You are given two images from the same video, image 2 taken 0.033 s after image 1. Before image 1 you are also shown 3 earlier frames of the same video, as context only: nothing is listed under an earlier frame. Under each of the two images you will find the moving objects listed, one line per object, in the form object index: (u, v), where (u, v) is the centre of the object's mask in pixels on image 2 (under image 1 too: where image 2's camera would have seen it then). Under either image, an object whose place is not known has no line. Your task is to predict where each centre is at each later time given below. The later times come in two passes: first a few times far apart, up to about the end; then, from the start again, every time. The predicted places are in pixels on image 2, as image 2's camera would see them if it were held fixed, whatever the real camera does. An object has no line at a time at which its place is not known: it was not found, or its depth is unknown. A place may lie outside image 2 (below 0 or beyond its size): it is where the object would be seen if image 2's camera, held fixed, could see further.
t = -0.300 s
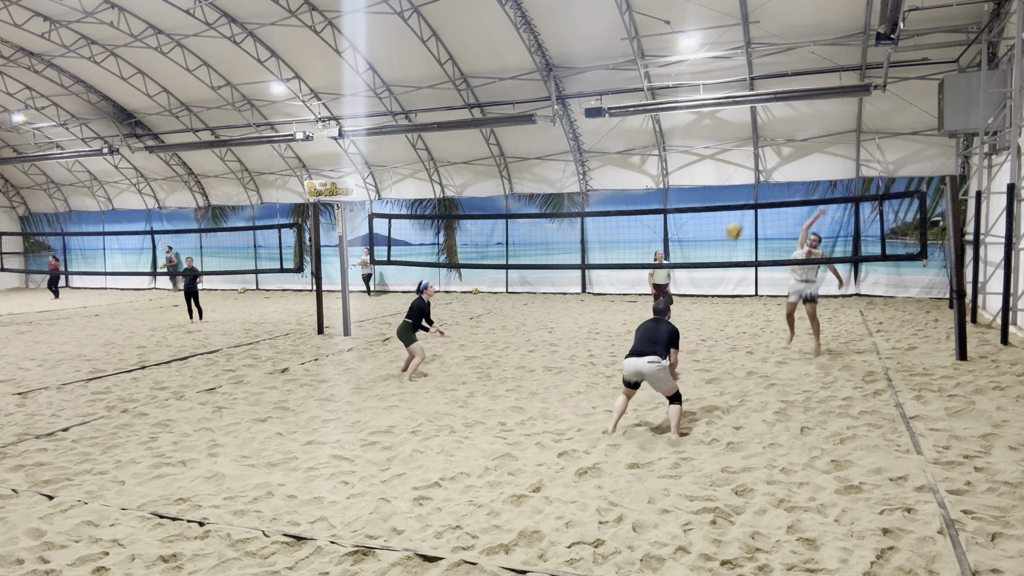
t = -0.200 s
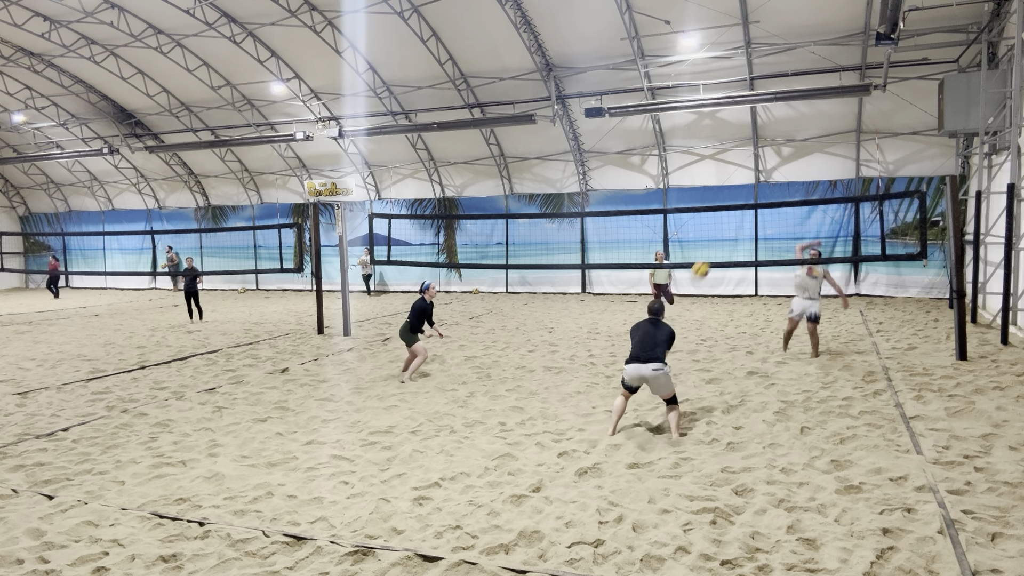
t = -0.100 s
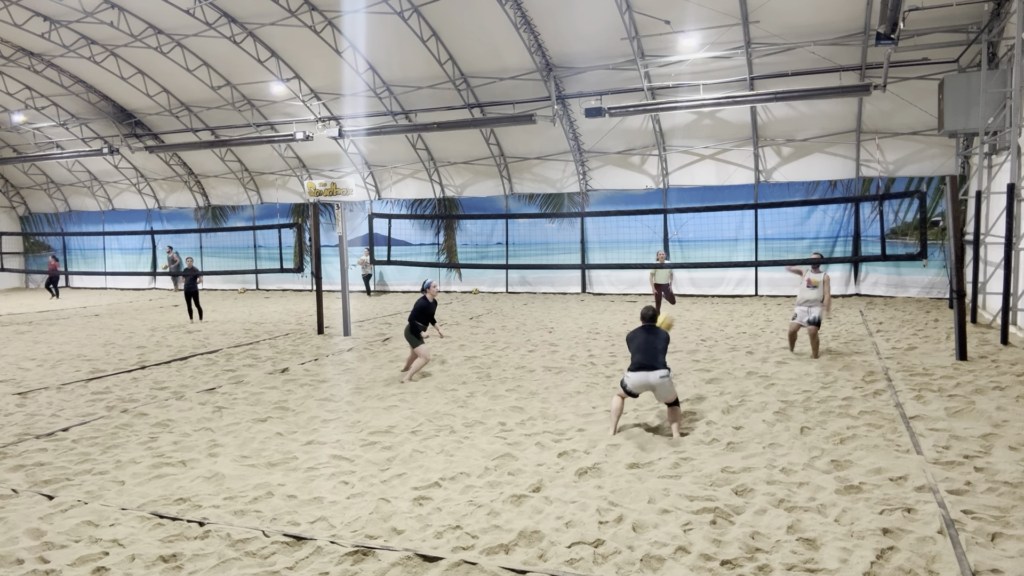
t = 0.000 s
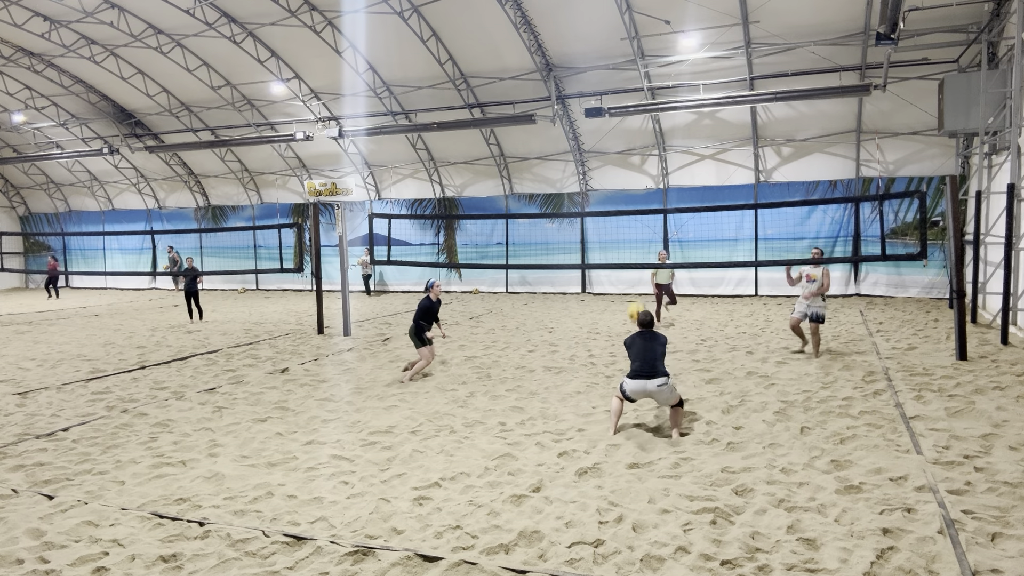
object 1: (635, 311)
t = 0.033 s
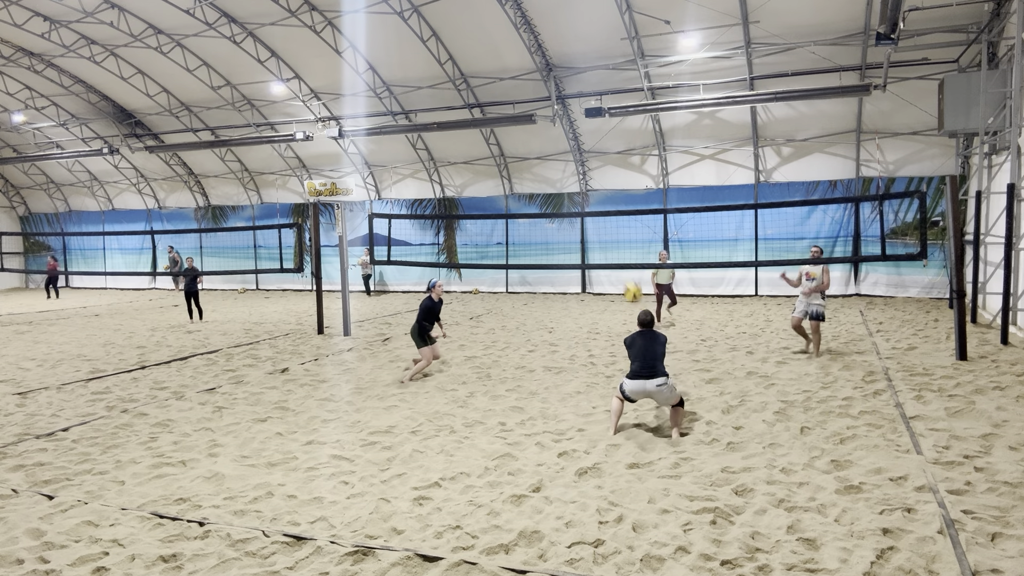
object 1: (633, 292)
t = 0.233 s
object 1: (606, 191)
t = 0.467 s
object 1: (578, 124)
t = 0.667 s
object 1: (556, 107)
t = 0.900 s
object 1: (533, 125)
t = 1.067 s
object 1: (519, 160)
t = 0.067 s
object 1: (627, 270)
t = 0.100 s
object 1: (623, 251)
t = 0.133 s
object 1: (619, 234)
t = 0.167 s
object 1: (614, 218)
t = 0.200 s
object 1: (610, 204)
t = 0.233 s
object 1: (606, 191)
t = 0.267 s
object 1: (602, 177)
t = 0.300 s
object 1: (598, 165)
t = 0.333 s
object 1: (593, 155)
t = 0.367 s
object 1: (589, 146)
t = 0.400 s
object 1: (585, 138)
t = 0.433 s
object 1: (581, 131)
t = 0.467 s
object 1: (578, 124)
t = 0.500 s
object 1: (574, 119)
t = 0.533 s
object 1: (570, 115)
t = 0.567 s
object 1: (566, 112)
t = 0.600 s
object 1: (563, 109)
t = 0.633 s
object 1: (559, 108)
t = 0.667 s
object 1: (556, 107)
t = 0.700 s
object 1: (553, 107)
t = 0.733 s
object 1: (549, 108)
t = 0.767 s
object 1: (546, 110)
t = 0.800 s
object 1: (542, 113)
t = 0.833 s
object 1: (540, 116)
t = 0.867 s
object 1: (536, 120)
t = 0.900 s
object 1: (533, 125)
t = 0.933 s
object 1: (530, 131)
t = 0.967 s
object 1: (528, 137)
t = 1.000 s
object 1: (525, 144)
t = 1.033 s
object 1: (522, 152)
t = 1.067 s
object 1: (519, 160)
